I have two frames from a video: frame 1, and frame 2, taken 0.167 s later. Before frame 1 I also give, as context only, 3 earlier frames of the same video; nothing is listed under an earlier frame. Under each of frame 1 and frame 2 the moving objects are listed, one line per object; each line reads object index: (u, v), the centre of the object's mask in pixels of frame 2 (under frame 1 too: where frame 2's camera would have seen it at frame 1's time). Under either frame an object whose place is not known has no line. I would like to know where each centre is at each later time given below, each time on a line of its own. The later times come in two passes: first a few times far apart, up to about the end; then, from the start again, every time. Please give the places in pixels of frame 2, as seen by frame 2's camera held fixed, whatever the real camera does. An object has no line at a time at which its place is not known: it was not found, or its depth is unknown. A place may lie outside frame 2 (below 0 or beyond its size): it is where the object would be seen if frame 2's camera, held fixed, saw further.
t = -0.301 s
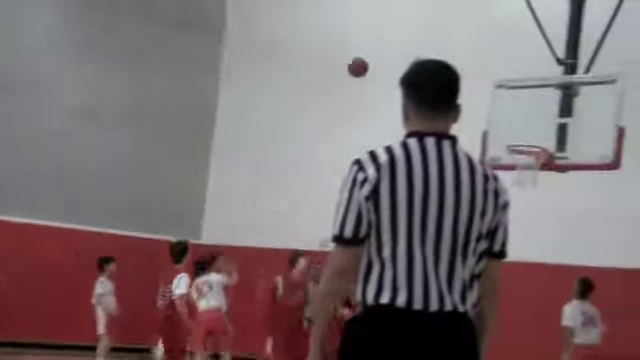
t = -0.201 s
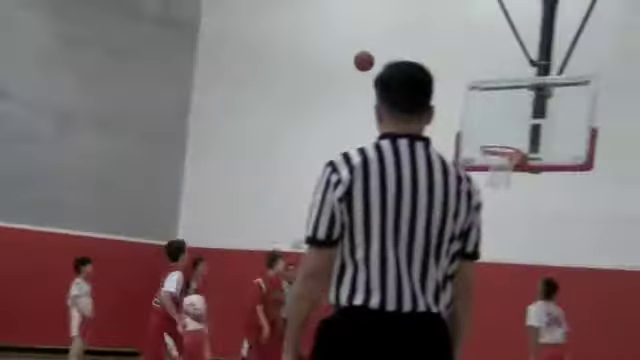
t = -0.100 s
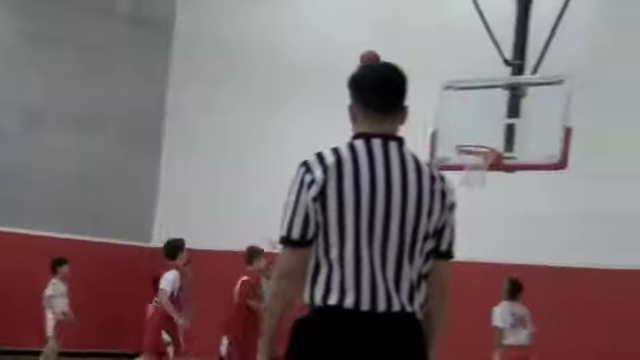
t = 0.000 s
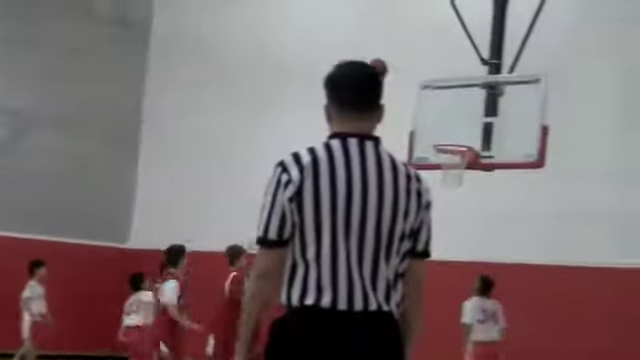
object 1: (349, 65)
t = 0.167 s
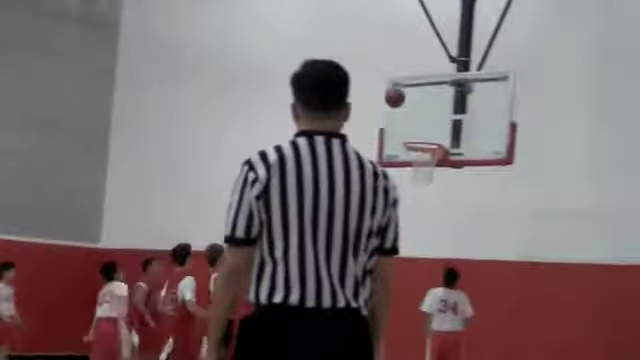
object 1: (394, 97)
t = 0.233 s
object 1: (413, 116)
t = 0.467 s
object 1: (415, 105)
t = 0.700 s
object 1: (386, 91)
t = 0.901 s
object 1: (355, 116)
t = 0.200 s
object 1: (404, 106)
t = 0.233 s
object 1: (413, 116)
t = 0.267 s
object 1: (422, 126)
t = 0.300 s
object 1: (432, 137)
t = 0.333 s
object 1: (431, 133)
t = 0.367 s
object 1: (427, 124)
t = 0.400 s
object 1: (423, 117)
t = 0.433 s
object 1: (419, 111)
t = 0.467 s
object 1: (415, 105)
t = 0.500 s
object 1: (411, 101)
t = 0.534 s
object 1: (407, 97)
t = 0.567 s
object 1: (403, 94)
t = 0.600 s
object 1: (398, 91)
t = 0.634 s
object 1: (395, 90)
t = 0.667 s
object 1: (390, 90)
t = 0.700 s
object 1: (386, 91)
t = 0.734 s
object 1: (381, 92)
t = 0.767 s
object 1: (376, 95)
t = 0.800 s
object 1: (371, 98)
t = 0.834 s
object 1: (366, 103)
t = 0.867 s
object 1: (360, 109)
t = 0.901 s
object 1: (355, 116)
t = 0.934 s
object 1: (350, 124)
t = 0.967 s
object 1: (345, 133)
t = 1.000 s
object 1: (345, 140)
